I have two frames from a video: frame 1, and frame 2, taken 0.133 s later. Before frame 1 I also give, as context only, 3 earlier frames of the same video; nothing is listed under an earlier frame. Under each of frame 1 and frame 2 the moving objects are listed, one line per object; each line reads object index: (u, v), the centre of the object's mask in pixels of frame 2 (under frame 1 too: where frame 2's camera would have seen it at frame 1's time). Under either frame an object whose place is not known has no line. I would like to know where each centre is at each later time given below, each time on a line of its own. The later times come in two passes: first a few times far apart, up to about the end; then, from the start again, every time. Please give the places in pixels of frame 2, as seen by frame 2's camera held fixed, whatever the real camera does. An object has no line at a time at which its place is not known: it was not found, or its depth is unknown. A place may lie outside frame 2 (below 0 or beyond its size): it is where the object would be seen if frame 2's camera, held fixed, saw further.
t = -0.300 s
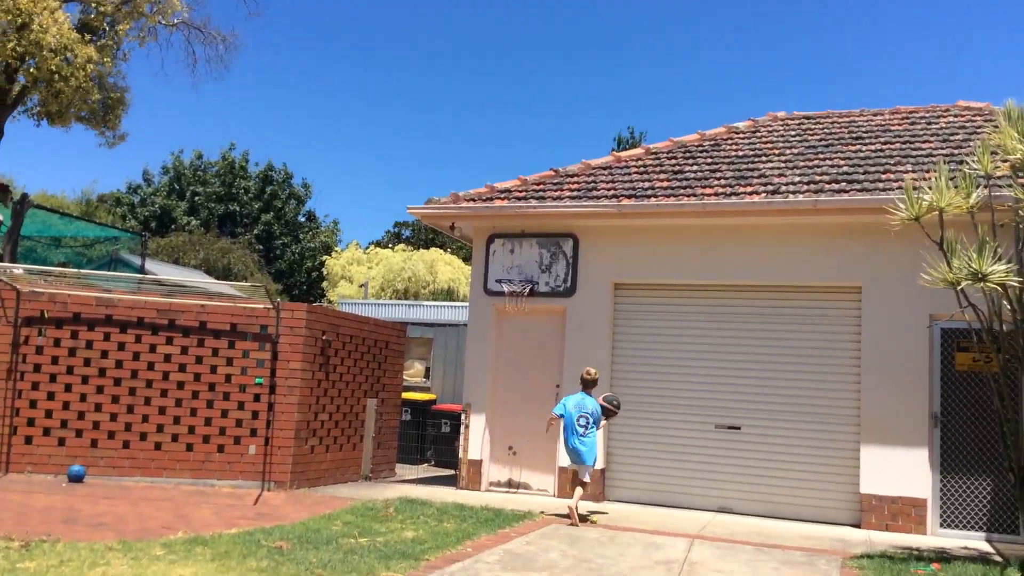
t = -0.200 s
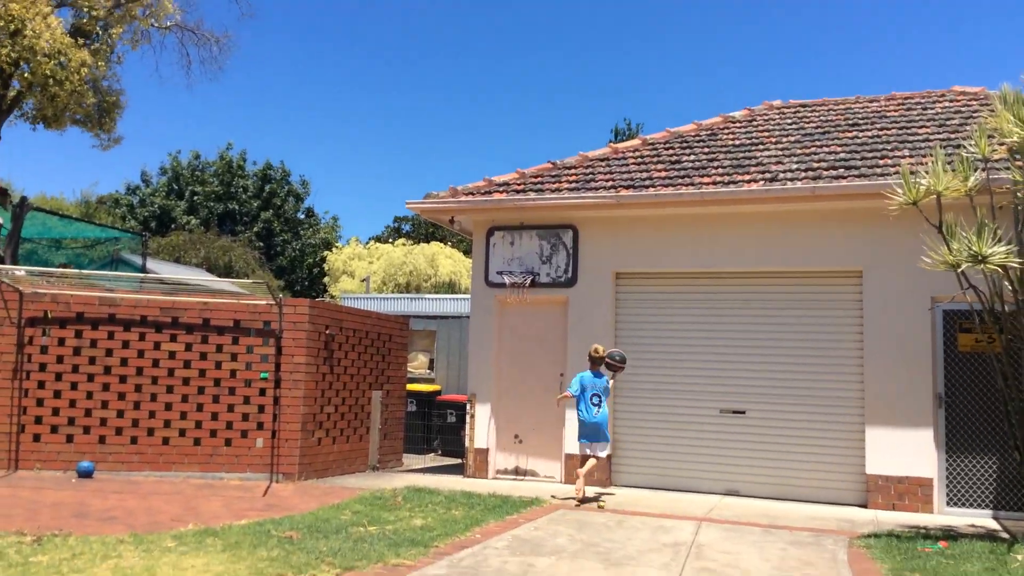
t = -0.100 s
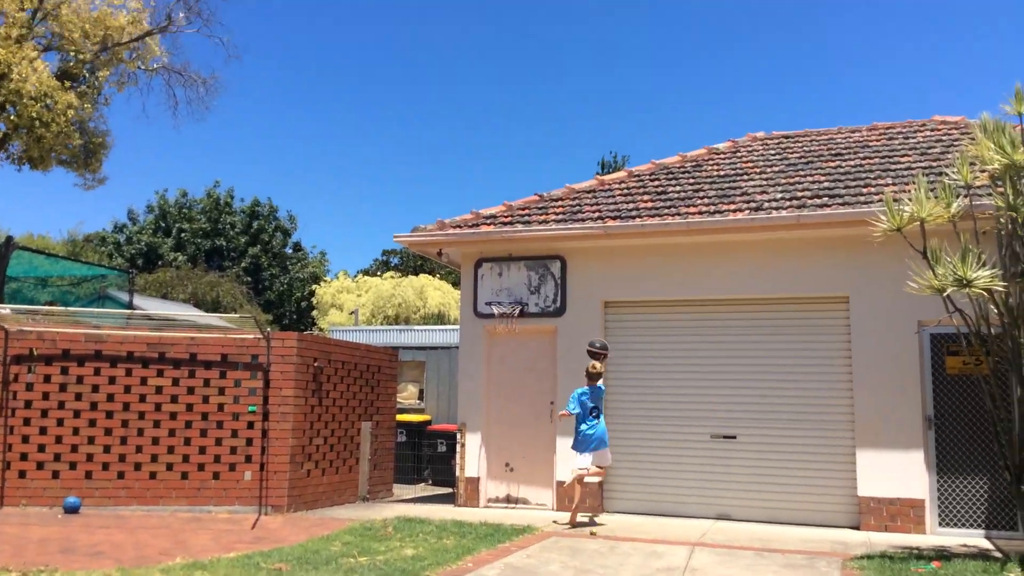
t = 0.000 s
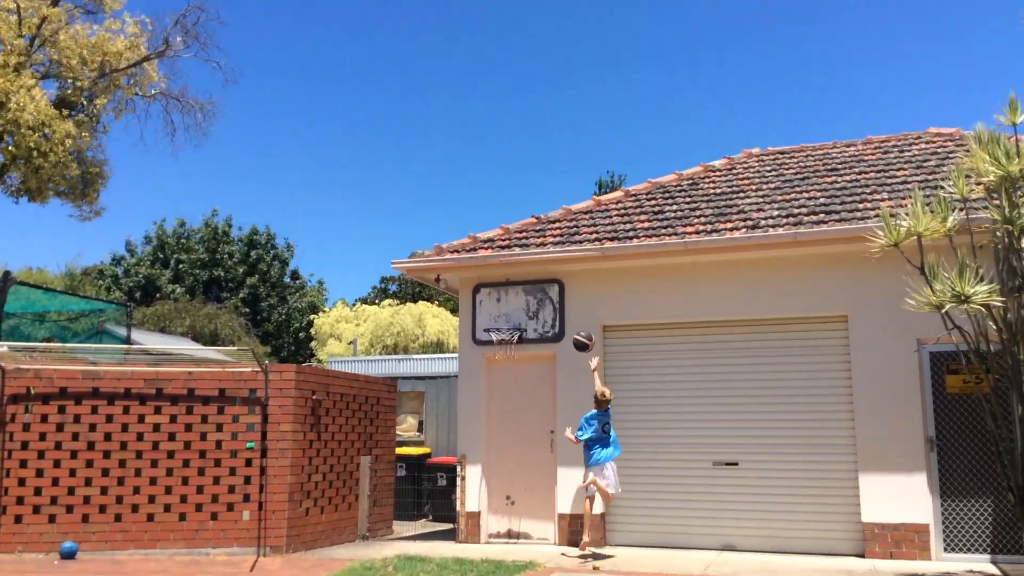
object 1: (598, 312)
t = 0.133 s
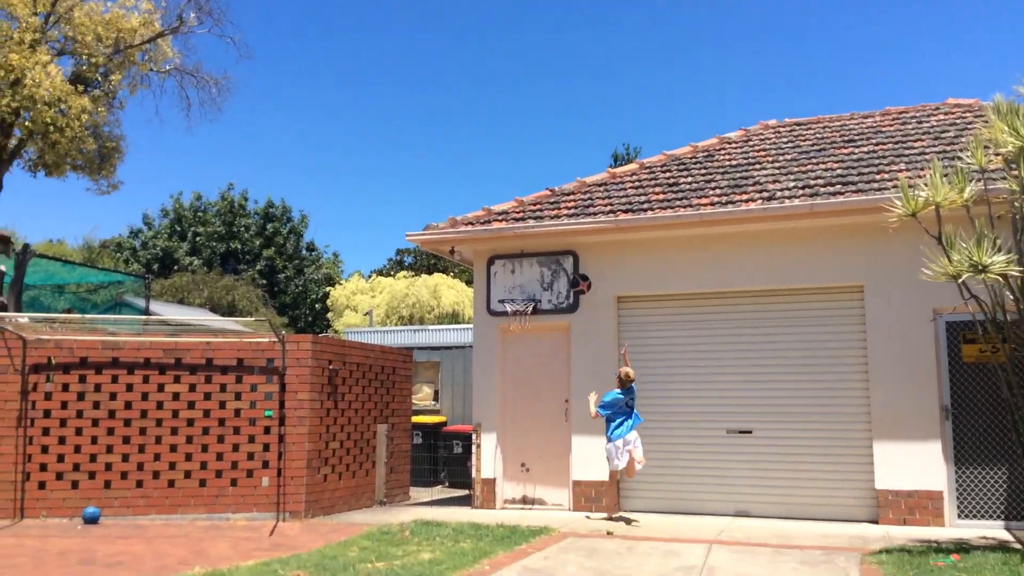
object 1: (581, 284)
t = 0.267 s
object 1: (563, 272)
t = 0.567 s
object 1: (523, 293)
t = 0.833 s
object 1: (521, 296)
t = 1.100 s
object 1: (523, 315)
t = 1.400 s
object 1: (503, 348)
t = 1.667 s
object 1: (490, 447)
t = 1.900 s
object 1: (480, 446)
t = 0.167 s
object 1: (576, 280)
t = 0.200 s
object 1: (572, 277)
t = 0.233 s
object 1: (568, 275)
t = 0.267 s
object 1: (563, 272)
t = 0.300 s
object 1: (559, 271)
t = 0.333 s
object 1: (555, 270)
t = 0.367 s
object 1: (549, 270)
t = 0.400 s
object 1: (545, 273)
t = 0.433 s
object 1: (540, 276)
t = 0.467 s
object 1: (535, 281)
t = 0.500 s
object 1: (531, 286)
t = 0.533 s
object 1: (526, 291)
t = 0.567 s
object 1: (523, 293)
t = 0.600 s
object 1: (520, 292)
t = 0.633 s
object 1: (516, 293)
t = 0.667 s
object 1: (510, 299)
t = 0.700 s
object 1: (509, 301)
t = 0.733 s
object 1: (512, 296)
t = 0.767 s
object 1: (514, 297)
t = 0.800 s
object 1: (517, 296)
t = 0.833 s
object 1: (521, 296)
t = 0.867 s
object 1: (524, 297)
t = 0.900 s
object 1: (525, 296)
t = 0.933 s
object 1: (527, 296)
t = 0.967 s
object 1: (529, 295)
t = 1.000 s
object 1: (527, 296)
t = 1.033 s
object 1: (525, 297)
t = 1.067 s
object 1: (524, 298)
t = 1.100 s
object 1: (523, 315)
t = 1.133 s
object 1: (518, 316)
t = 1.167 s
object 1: (518, 317)
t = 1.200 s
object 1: (514, 318)
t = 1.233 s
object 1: (513, 319)
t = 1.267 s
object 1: (510, 321)
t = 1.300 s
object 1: (509, 326)
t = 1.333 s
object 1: (508, 332)
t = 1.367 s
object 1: (505, 340)
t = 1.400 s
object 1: (503, 348)
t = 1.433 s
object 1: (502, 356)
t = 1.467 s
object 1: (500, 366)
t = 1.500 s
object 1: (498, 377)
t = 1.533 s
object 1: (497, 390)
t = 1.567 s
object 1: (495, 403)
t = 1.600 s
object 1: (493, 417)
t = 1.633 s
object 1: (491, 432)
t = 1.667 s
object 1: (490, 447)
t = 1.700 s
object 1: (488, 464)
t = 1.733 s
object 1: (486, 481)
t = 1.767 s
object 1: (485, 501)
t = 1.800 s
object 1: (484, 494)
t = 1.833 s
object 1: (483, 477)
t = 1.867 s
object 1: (481, 461)
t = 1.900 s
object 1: (480, 446)
